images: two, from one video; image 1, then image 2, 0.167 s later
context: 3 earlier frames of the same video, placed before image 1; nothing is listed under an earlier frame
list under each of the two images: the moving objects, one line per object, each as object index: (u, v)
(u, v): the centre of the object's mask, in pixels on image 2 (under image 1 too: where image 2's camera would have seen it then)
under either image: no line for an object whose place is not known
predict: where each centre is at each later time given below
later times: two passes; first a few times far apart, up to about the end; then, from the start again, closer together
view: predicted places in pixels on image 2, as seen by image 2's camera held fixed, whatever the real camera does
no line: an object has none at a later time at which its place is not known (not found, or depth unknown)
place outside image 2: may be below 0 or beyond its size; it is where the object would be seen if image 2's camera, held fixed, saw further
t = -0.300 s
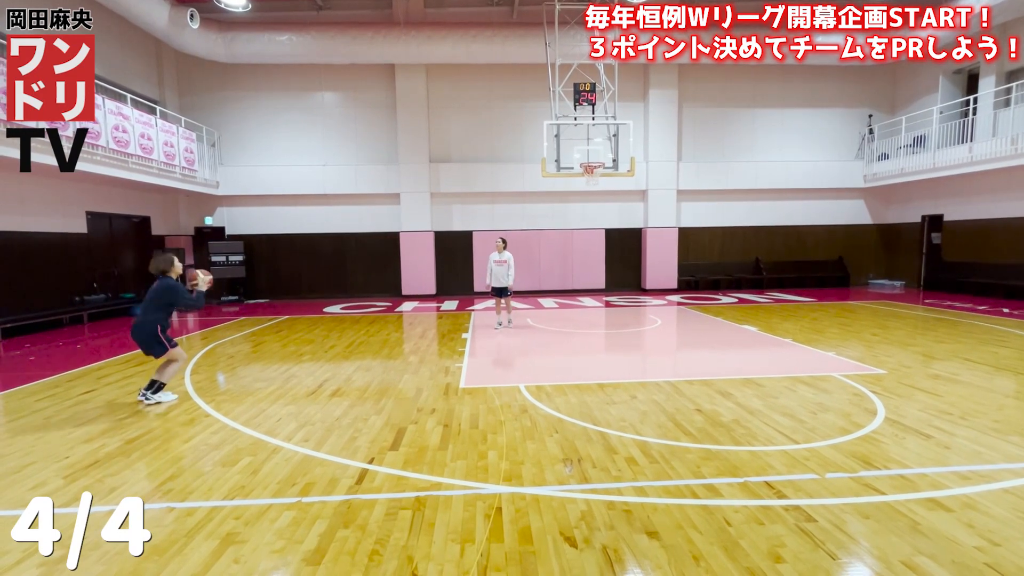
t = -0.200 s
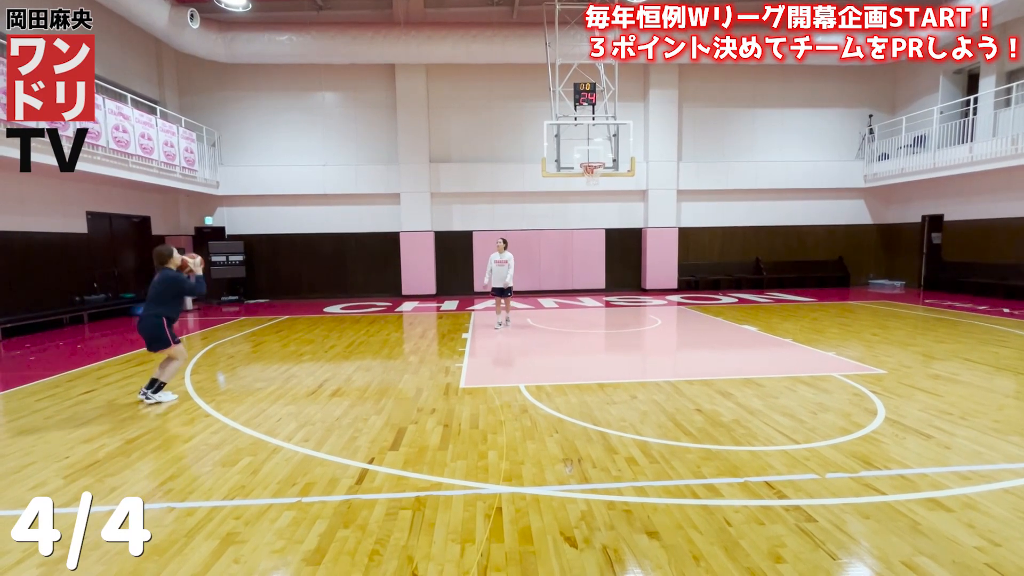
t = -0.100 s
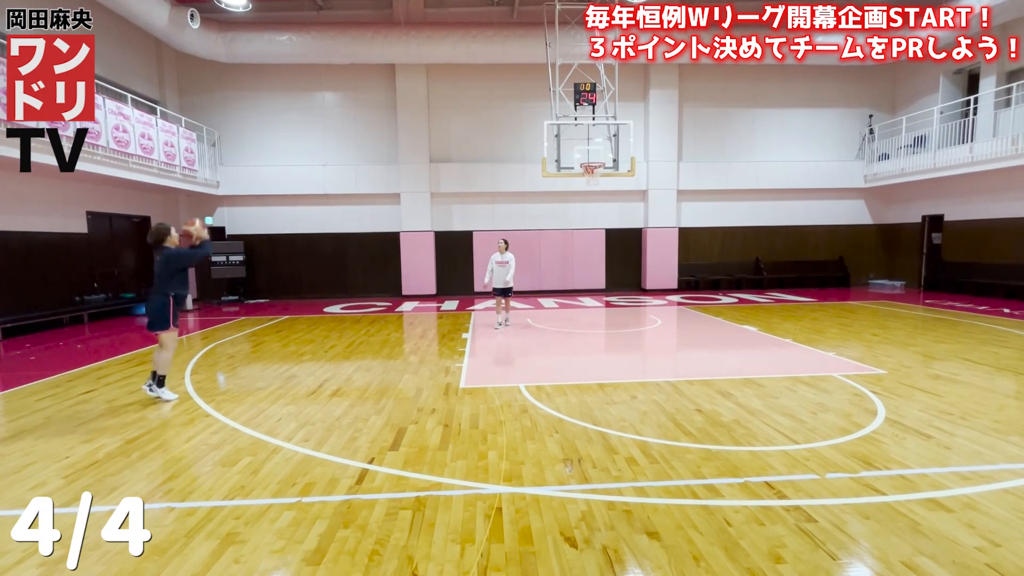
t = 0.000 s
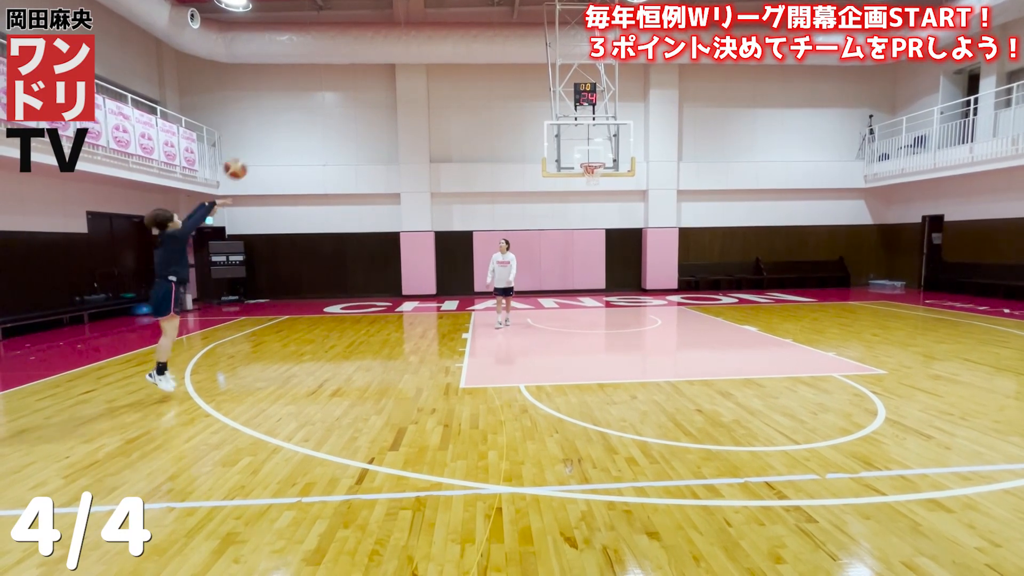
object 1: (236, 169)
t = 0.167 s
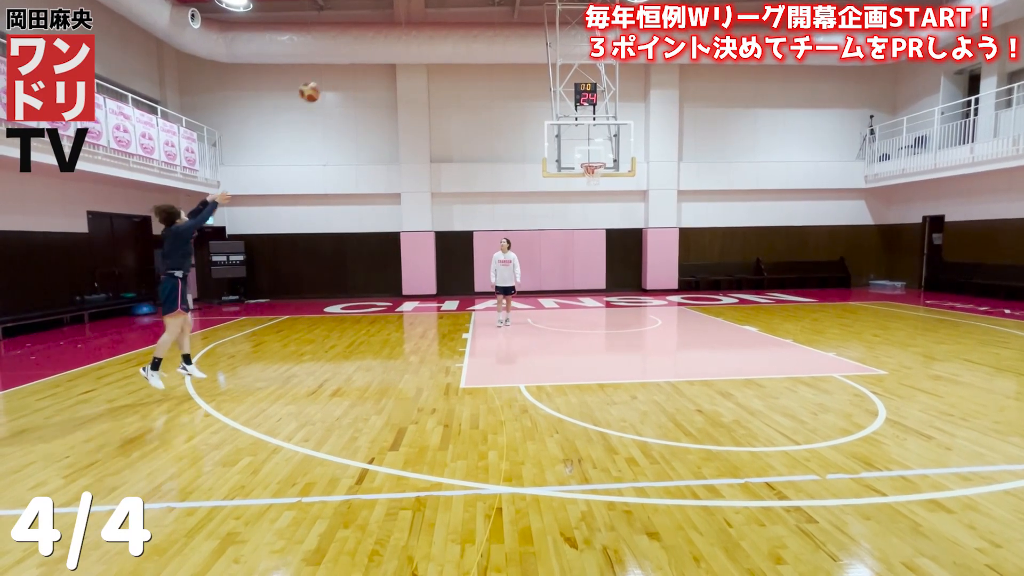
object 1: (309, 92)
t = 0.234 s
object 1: (336, 71)
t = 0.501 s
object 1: (425, 32)
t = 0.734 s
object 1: (488, 43)
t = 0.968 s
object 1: (539, 83)
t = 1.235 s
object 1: (586, 154)
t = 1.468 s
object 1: (598, 172)
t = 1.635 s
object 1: (597, 182)
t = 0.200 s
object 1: (323, 81)
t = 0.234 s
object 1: (336, 71)
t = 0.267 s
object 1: (348, 62)
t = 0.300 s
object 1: (360, 55)
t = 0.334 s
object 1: (372, 49)
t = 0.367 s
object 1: (383, 43)
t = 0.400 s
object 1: (394, 39)
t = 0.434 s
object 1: (405, 36)
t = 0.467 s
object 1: (415, 33)
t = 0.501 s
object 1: (425, 32)
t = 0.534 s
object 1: (435, 31)
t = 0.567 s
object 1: (444, 31)
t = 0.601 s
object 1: (453, 32)
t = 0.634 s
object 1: (462, 34)
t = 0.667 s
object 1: (471, 36)
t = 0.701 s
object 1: (479, 39)
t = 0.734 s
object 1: (488, 43)
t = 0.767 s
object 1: (496, 47)
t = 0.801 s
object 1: (503, 52)
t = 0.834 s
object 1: (511, 57)
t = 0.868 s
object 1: (518, 63)
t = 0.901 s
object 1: (525, 69)
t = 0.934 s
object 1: (532, 76)
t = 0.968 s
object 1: (539, 83)
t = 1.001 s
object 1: (545, 91)
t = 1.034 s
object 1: (552, 99)
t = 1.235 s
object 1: (586, 154)
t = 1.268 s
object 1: (590, 167)
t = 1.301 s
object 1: (595, 172)
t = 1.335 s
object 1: (598, 176)
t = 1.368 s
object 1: (598, 173)
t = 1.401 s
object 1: (598, 173)
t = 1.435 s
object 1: (598, 172)
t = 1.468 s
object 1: (598, 172)
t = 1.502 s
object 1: (598, 173)
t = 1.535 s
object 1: (598, 174)
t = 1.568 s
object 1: (598, 177)
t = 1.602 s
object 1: (597, 178)
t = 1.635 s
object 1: (597, 182)
